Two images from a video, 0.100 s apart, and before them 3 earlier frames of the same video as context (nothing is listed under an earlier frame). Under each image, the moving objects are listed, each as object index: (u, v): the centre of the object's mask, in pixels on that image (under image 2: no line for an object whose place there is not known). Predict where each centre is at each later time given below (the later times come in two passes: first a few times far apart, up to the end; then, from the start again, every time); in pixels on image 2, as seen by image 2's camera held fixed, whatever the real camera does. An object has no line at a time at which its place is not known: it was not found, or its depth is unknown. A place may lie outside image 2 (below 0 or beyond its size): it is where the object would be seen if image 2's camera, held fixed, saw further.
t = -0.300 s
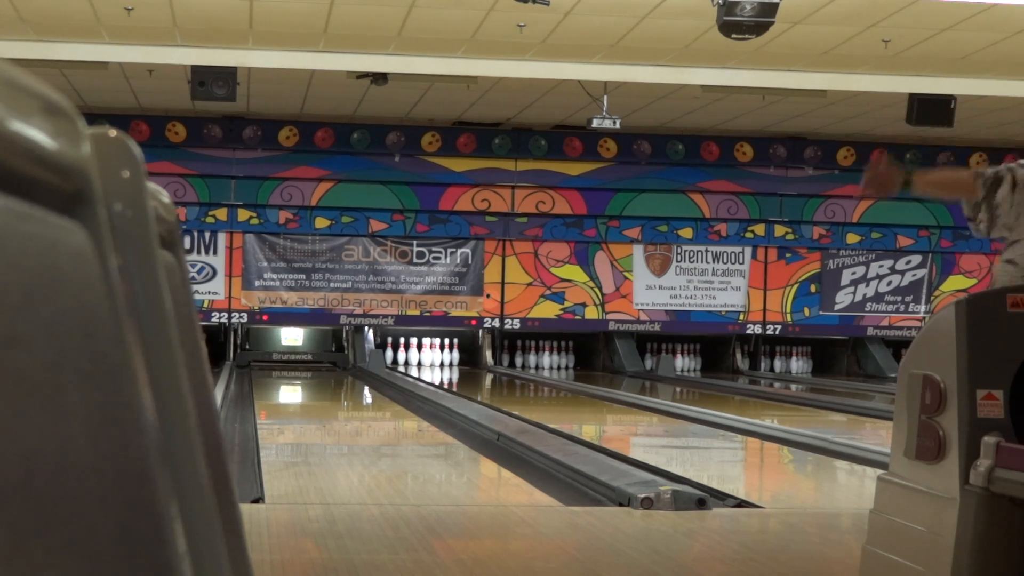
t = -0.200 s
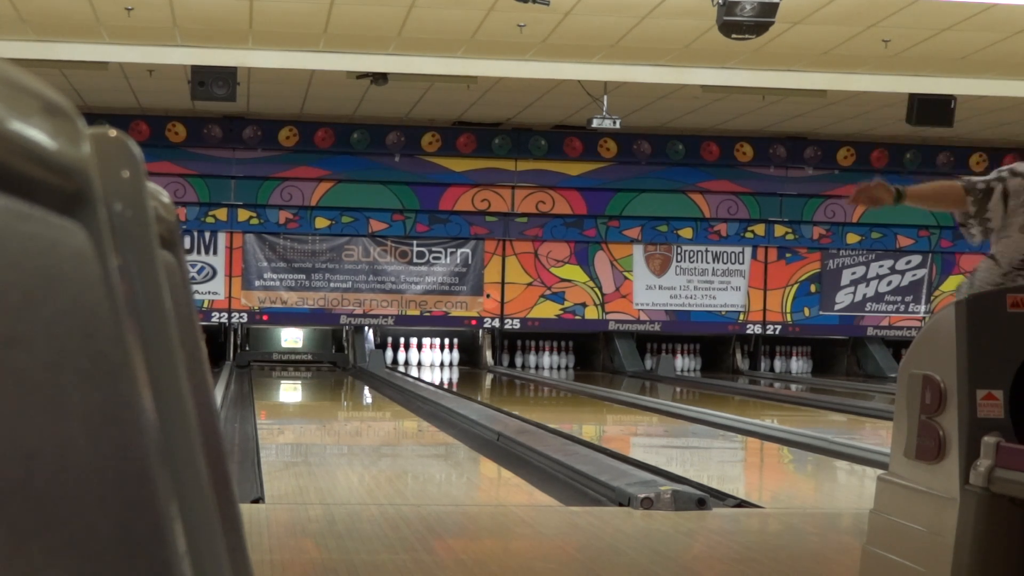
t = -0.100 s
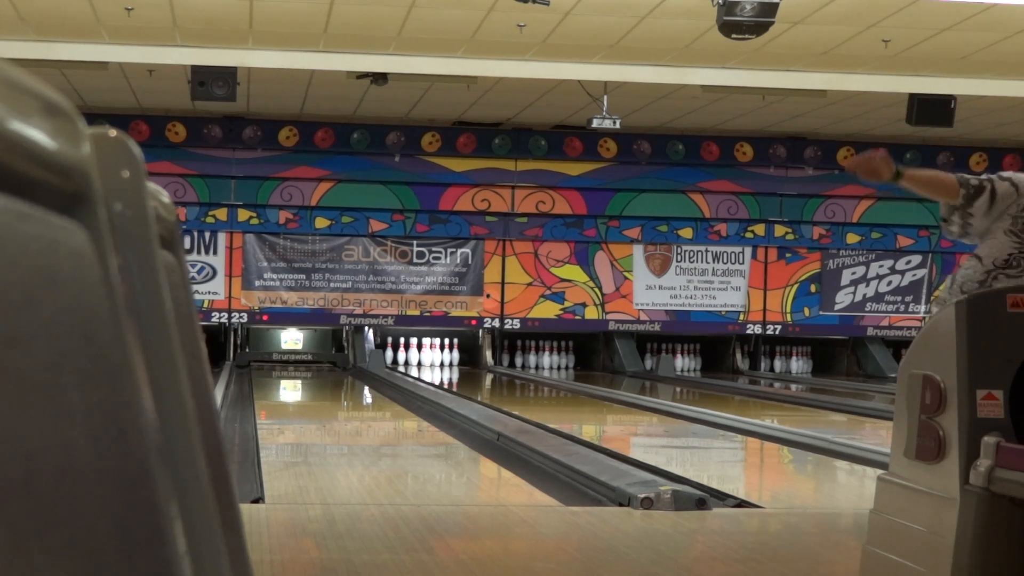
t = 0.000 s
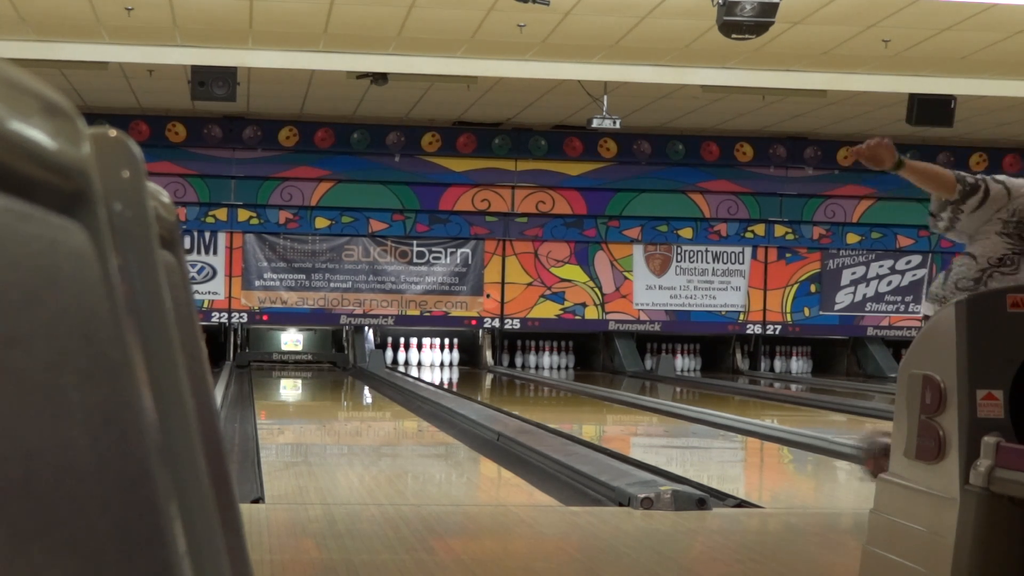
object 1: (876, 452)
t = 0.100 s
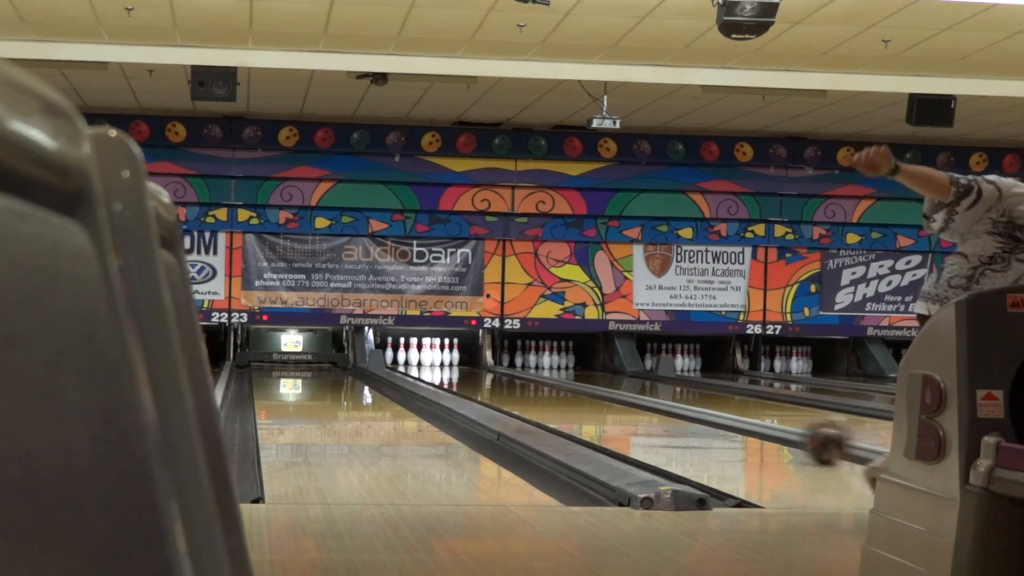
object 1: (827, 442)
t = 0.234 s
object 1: (766, 428)
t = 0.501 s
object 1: (678, 403)
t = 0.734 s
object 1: (618, 397)
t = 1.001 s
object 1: (570, 384)
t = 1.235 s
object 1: (536, 377)
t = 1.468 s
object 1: (508, 372)
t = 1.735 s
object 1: (481, 366)
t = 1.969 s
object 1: (459, 362)
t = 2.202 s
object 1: (440, 359)
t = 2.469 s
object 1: (434, 358)
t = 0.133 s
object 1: (810, 438)
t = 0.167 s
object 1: (795, 434)
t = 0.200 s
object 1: (780, 431)
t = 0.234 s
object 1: (766, 428)
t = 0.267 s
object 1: (752, 426)
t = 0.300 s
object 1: (740, 423)
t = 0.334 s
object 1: (727, 421)
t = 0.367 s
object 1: (716, 417)
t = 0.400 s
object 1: (705, 415)
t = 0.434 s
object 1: (695, 413)
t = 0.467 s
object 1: (685, 406)
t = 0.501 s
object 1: (678, 403)
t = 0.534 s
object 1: (667, 403)
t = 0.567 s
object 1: (657, 405)
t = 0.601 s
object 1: (649, 403)
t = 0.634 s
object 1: (642, 400)
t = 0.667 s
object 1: (632, 399)
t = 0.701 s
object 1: (625, 398)
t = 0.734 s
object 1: (618, 397)
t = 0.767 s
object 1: (613, 395)
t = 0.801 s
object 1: (605, 394)
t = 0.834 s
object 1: (599, 391)
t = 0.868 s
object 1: (593, 389)
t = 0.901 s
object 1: (586, 388)
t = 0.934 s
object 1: (580, 387)
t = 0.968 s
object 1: (575, 387)
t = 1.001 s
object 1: (570, 384)
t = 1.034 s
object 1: (564, 384)
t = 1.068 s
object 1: (560, 382)
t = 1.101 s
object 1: (554, 382)
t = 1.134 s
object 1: (550, 380)
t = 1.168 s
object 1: (545, 380)
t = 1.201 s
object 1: (540, 380)
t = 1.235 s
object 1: (536, 377)
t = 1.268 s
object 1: (532, 376)
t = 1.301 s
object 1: (527, 376)
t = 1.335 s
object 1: (523, 375)
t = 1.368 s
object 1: (519, 374)
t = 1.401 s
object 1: (516, 372)
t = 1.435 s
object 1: (512, 373)
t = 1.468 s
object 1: (508, 372)
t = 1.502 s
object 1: (505, 371)
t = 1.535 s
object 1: (500, 370)
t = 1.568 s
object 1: (497, 369)
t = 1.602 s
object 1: (493, 369)
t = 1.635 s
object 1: (490, 368)
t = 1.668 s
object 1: (487, 368)
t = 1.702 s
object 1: (484, 367)
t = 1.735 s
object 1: (481, 366)
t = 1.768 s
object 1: (477, 365)
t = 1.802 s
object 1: (472, 363)
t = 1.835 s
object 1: (471, 363)
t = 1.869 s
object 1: (467, 363)
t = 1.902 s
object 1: (465, 363)
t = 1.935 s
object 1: (462, 363)
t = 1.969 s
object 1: (459, 362)
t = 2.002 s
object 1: (456, 362)
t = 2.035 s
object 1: (454, 361)
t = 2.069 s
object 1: (451, 361)
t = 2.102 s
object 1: (448, 361)
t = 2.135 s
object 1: (446, 360)
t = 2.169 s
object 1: (443, 359)
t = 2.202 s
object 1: (440, 359)
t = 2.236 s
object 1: (438, 359)
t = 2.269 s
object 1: (436, 359)
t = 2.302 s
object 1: (436, 358)
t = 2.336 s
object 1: (438, 357)
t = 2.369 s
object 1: (439, 356)
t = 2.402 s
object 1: (438, 358)
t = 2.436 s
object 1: (437, 357)
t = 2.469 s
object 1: (434, 358)
